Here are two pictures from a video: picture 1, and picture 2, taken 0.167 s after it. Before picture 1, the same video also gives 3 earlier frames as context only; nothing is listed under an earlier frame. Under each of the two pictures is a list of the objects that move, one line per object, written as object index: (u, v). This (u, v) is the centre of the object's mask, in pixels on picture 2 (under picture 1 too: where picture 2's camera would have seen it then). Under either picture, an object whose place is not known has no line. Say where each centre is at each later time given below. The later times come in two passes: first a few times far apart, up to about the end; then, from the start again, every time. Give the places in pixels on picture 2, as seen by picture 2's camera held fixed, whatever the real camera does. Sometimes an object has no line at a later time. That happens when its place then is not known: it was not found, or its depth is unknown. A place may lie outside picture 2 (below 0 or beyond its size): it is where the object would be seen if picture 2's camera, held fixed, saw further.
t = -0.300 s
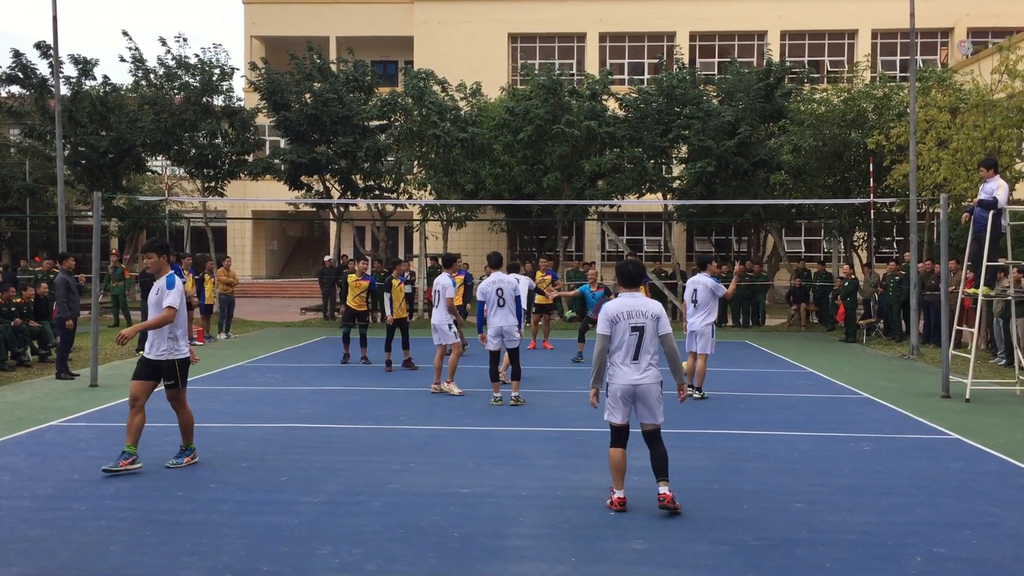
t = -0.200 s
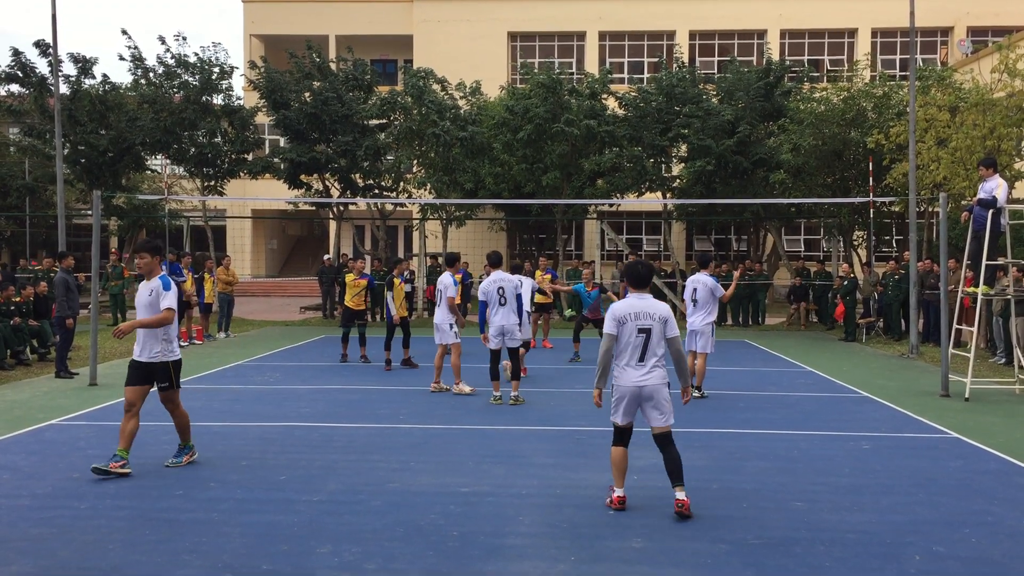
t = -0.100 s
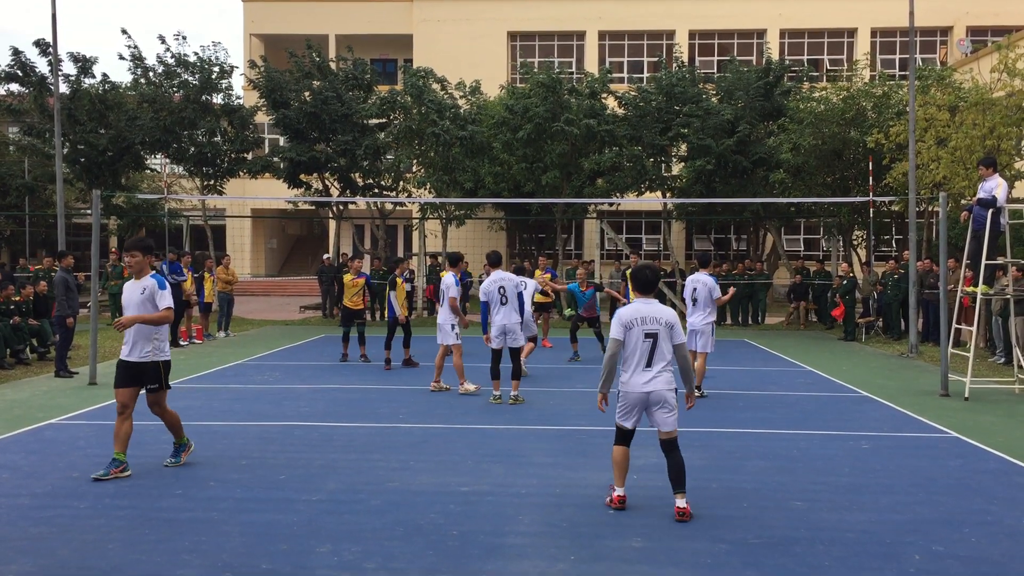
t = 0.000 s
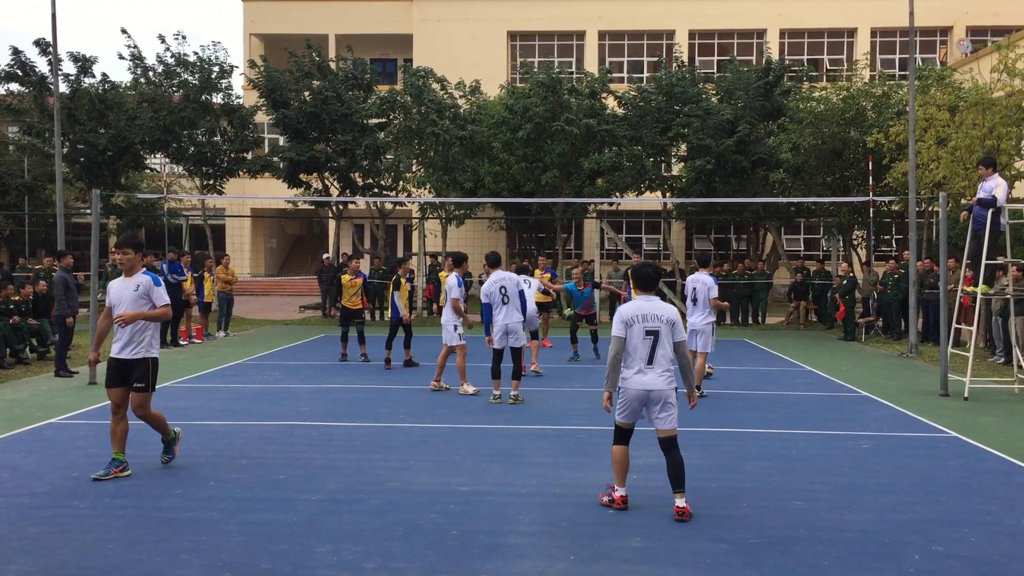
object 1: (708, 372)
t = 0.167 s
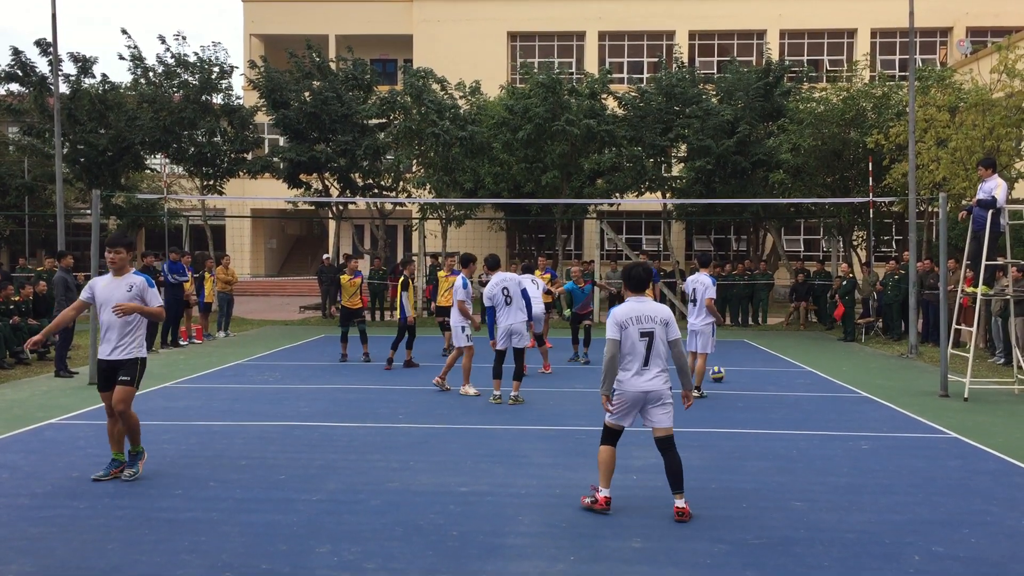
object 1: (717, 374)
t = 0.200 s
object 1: (719, 375)
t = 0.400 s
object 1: (733, 378)
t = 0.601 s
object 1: (748, 382)
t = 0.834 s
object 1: (765, 386)
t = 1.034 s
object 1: (779, 389)
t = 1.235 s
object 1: (794, 392)
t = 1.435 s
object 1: (810, 396)
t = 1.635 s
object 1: (824, 399)
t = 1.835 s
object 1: (839, 404)
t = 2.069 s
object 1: (857, 408)
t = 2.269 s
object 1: (872, 411)
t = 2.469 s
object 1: (887, 415)
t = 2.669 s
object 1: (902, 419)
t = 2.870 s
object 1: (917, 423)
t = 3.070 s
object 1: (931, 426)
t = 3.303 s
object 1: (947, 430)
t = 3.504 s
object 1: (960, 434)
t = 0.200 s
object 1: (719, 375)
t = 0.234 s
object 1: (722, 376)
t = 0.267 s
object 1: (724, 376)
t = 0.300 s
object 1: (726, 376)
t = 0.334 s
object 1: (729, 377)
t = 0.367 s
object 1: (731, 378)
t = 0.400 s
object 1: (733, 378)
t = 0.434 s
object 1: (736, 379)
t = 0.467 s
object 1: (738, 379)
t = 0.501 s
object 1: (740, 380)
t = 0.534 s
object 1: (743, 380)
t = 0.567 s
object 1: (745, 381)
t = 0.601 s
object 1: (748, 382)
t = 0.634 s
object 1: (750, 382)
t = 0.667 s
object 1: (753, 383)
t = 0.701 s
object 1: (755, 383)
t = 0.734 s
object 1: (757, 384)
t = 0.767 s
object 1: (760, 385)
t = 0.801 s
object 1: (762, 385)
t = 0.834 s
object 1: (765, 386)
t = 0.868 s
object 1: (767, 386)
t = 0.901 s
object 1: (770, 387)
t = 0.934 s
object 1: (772, 387)
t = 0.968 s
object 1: (774, 388)
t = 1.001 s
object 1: (777, 389)
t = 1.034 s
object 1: (779, 389)
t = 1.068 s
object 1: (782, 390)
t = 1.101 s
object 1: (784, 390)
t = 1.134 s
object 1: (787, 391)
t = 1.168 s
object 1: (789, 391)
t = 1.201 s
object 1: (792, 392)
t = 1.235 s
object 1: (794, 392)
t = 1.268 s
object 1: (797, 393)
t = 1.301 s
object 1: (799, 394)
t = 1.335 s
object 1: (801, 394)
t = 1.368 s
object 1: (804, 395)
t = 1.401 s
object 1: (807, 396)
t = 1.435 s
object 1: (810, 396)
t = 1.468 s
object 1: (812, 397)
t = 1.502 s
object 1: (814, 397)
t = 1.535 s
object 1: (817, 398)
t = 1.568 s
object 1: (819, 399)
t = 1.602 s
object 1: (821, 399)
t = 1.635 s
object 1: (824, 399)
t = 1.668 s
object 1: (827, 400)
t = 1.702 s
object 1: (829, 401)
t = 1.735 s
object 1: (832, 401)
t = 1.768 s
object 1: (834, 402)
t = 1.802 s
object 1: (837, 403)
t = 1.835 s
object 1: (839, 404)
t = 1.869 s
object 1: (842, 404)
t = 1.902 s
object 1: (845, 405)
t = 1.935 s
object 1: (847, 405)
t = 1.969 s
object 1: (849, 406)
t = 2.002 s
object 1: (852, 407)
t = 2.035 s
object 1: (854, 408)
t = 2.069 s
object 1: (857, 408)
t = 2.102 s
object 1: (860, 408)
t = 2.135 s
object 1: (862, 409)
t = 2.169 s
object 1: (865, 410)
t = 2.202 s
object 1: (867, 410)
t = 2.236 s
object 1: (870, 411)
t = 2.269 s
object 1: (872, 411)
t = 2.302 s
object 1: (875, 412)
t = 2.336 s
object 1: (877, 413)
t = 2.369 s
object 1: (880, 413)
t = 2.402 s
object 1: (882, 414)
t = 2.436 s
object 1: (885, 414)
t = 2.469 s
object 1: (887, 415)
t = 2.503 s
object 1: (889, 416)
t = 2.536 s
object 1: (892, 416)
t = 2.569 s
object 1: (894, 417)
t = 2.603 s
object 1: (896, 418)
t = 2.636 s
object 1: (899, 418)
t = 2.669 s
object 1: (902, 419)
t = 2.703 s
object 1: (904, 419)
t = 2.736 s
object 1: (907, 420)
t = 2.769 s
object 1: (909, 421)
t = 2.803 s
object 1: (912, 421)
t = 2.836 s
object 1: (914, 422)
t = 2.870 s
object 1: (917, 423)
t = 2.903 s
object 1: (919, 423)
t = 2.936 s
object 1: (921, 424)
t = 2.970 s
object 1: (924, 424)
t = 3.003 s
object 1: (926, 425)
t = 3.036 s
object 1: (928, 425)
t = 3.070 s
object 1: (931, 426)
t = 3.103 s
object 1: (933, 427)
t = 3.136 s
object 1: (935, 427)
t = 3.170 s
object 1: (937, 428)
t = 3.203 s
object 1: (940, 428)
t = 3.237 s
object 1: (942, 429)
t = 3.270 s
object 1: (945, 429)
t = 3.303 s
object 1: (947, 430)
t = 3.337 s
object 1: (949, 431)
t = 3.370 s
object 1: (951, 431)
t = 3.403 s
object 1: (953, 431)
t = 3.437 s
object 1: (956, 432)
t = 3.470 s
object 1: (958, 433)
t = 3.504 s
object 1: (960, 434)
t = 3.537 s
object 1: (962, 434)
